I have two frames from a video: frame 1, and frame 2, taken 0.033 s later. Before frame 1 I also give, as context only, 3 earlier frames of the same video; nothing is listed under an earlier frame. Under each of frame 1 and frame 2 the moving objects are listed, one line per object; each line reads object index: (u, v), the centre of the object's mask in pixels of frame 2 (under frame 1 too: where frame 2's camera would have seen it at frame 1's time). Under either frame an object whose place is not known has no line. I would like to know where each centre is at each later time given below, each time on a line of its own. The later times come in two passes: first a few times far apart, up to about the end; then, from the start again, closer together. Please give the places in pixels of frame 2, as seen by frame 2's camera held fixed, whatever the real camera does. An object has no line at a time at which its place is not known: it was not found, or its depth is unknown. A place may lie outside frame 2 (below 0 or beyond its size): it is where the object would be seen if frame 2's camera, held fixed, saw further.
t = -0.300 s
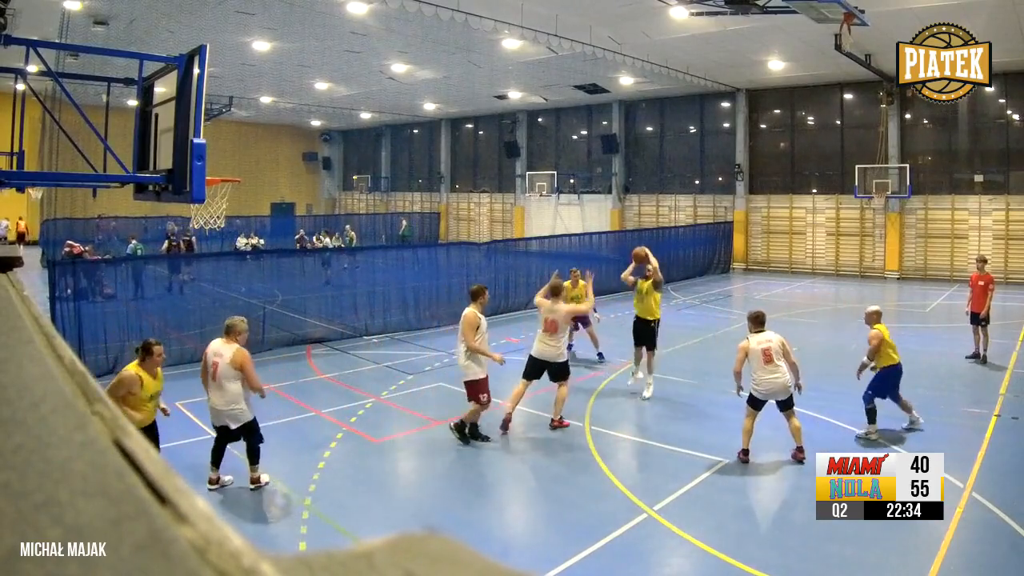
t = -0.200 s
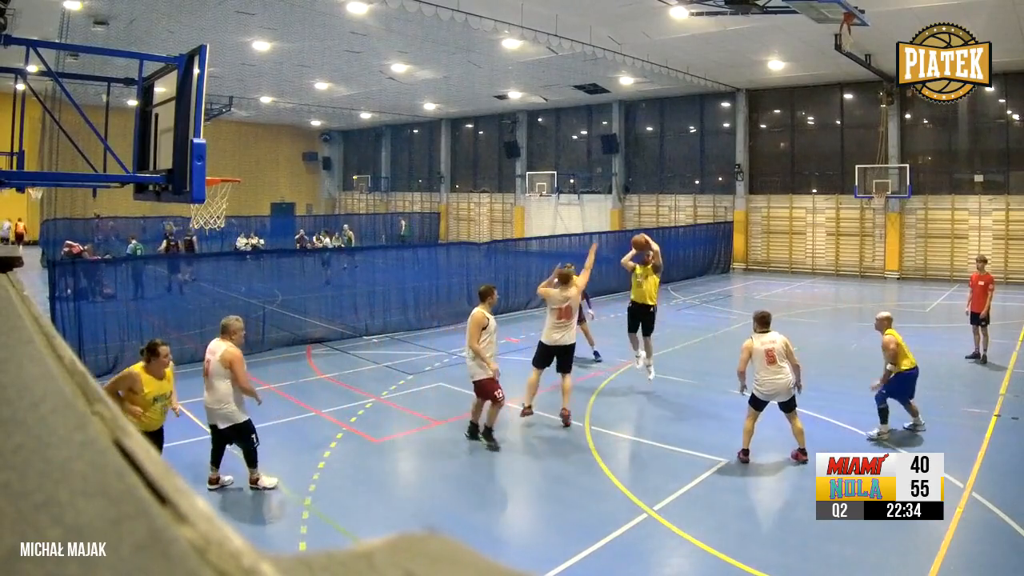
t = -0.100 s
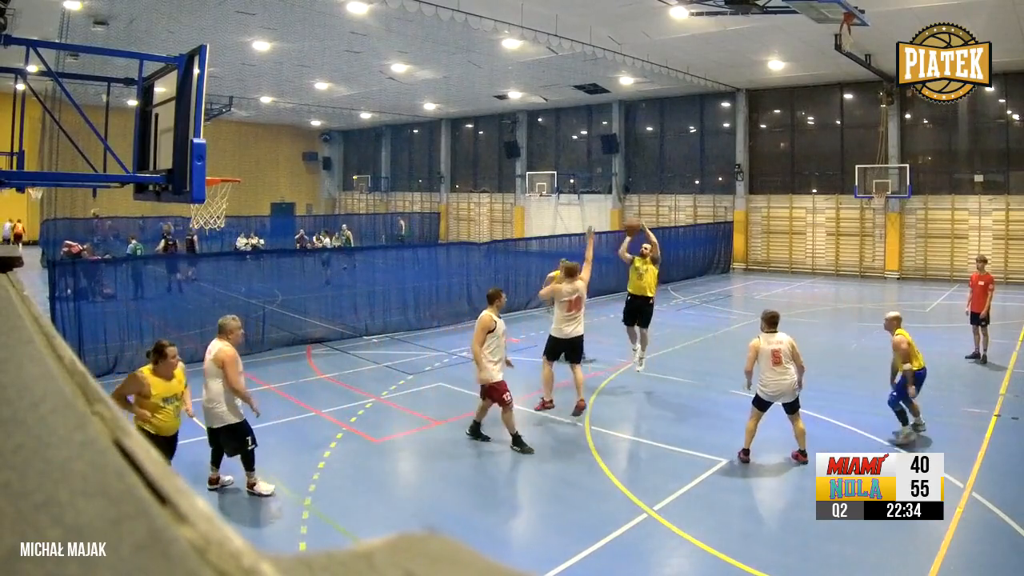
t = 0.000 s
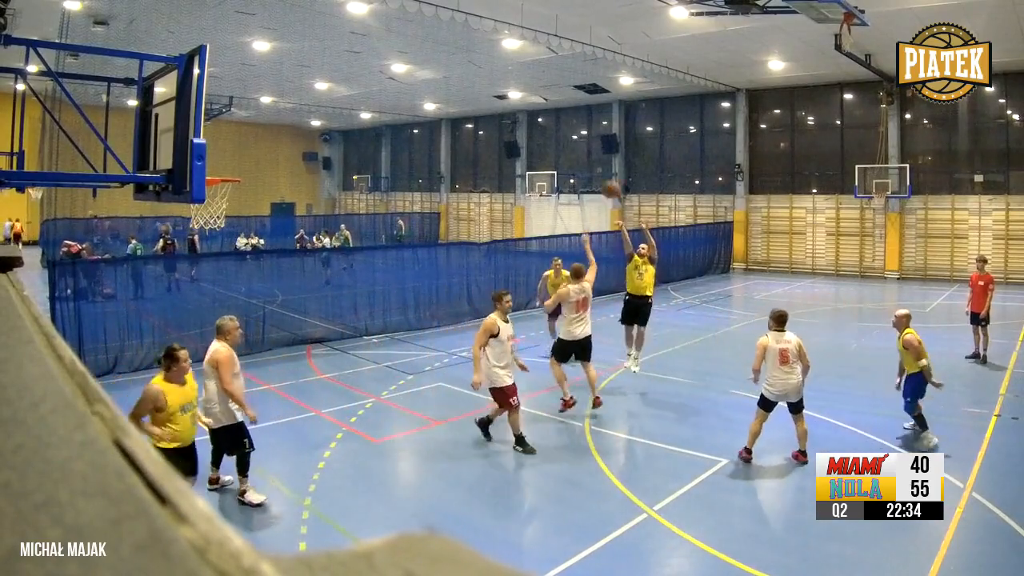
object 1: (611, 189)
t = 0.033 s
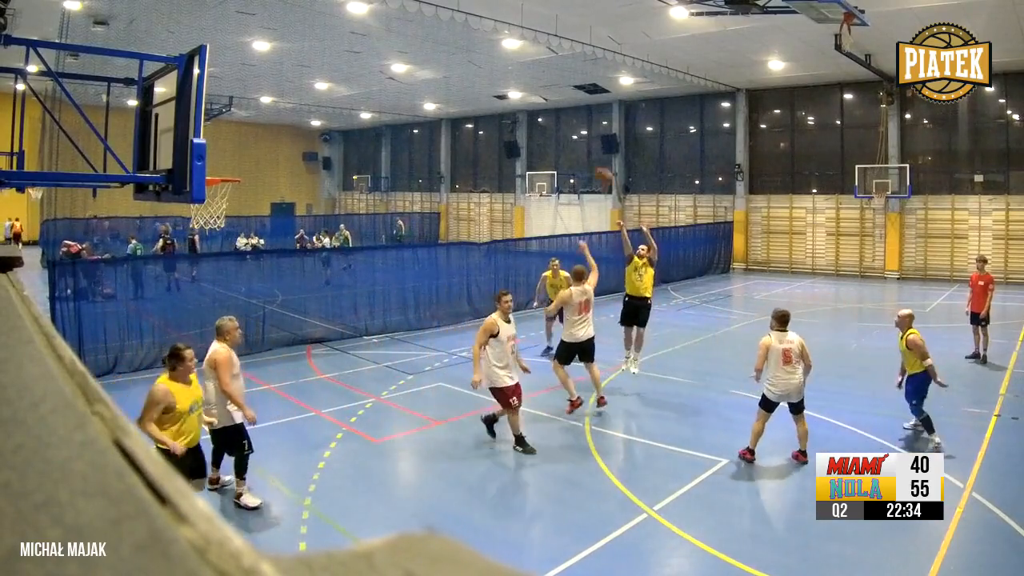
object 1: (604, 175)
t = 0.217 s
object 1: (554, 117)
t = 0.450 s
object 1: (482, 66)
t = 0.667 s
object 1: (399, 57)
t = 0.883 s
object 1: (299, 95)
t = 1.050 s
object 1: (213, 167)
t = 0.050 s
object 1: (599, 169)
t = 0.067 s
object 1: (596, 164)
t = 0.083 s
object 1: (591, 158)
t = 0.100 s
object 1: (587, 152)
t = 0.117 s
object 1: (584, 148)
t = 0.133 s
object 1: (577, 142)
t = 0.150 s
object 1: (572, 136)
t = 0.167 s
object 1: (569, 131)
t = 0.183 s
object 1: (564, 126)
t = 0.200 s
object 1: (559, 121)
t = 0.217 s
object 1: (554, 117)
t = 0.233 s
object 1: (550, 110)
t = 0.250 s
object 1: (545, 107)
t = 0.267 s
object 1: (541, 103)
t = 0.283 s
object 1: (535, 99)
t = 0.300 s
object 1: (530, 95)
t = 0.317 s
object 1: (526, 91)
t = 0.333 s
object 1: (520, 86)
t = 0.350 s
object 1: (515, 83)
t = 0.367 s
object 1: (509, 80)
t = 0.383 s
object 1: (503, 77)
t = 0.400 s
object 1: (498, 74)
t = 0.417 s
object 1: (493, 71)
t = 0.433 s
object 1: (487, 68)
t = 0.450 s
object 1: (482, 66)
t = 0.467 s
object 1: (476, 64)
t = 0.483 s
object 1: (470, 62)
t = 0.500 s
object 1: (464, 61)
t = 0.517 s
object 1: (458, 59)
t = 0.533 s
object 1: (452, 58)
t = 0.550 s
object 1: (445, 57)
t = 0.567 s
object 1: (439, 56)
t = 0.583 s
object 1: (433, 56)
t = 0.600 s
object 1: (426, 56)
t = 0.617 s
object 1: (419, 55)
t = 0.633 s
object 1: (413, 55)
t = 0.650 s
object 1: (407, 55)
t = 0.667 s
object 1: (399, 57)
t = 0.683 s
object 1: (391, 57)
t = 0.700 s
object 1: (385, 59)
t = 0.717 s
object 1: (377, 61)
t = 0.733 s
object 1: (370, 63)
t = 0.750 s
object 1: (363, 65)
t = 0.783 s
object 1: (347, 70)
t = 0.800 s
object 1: (340, 74)
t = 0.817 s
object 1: (332, 77)
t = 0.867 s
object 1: (306, 91)
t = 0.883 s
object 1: (299, 95)
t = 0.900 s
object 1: (290, 101)
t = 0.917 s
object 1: (281, 107)
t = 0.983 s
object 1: (245, 135)
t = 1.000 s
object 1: (237, 143)
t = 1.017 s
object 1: (228, 151)
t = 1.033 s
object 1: (219, 160)
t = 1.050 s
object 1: (213, 167)
